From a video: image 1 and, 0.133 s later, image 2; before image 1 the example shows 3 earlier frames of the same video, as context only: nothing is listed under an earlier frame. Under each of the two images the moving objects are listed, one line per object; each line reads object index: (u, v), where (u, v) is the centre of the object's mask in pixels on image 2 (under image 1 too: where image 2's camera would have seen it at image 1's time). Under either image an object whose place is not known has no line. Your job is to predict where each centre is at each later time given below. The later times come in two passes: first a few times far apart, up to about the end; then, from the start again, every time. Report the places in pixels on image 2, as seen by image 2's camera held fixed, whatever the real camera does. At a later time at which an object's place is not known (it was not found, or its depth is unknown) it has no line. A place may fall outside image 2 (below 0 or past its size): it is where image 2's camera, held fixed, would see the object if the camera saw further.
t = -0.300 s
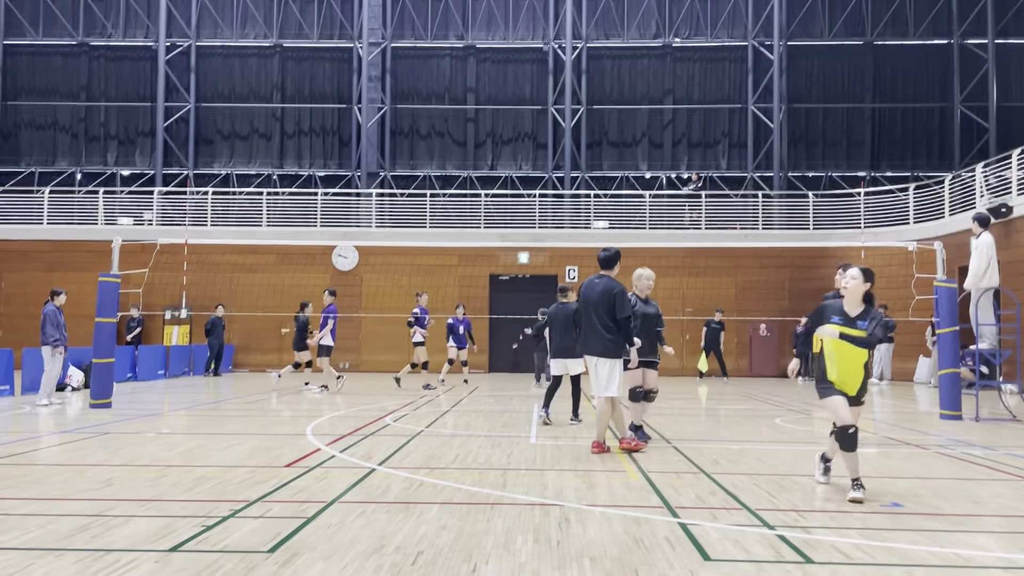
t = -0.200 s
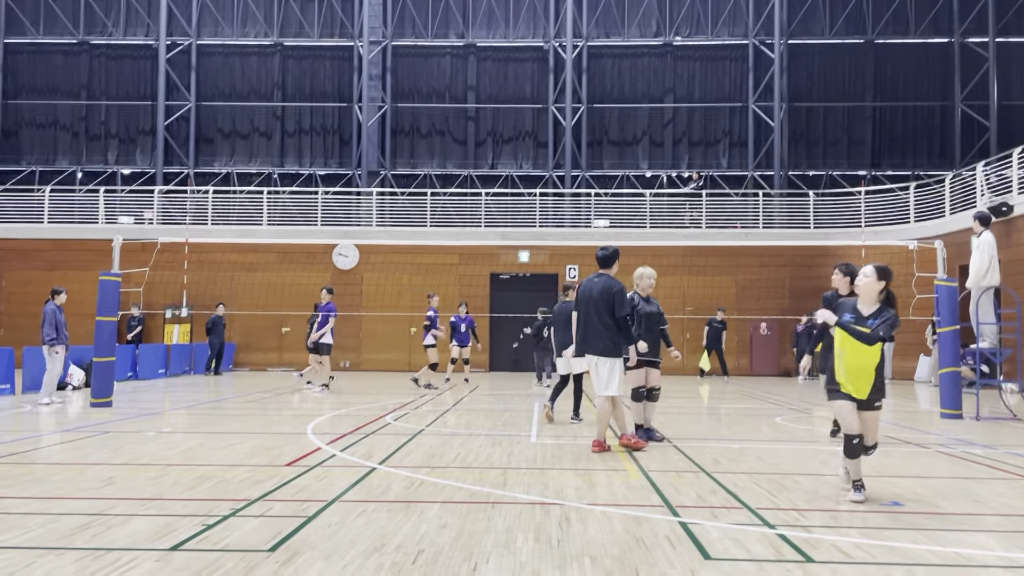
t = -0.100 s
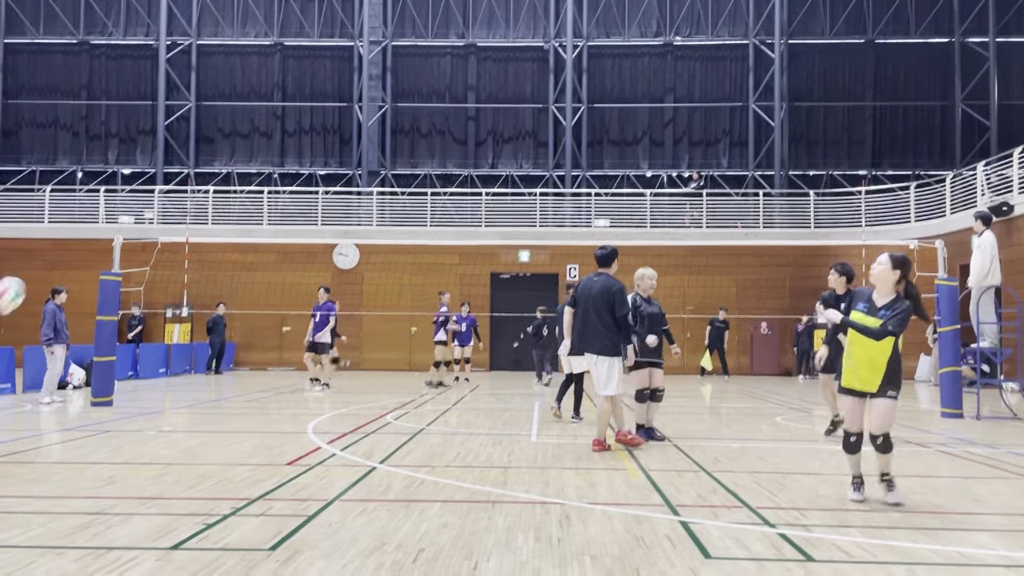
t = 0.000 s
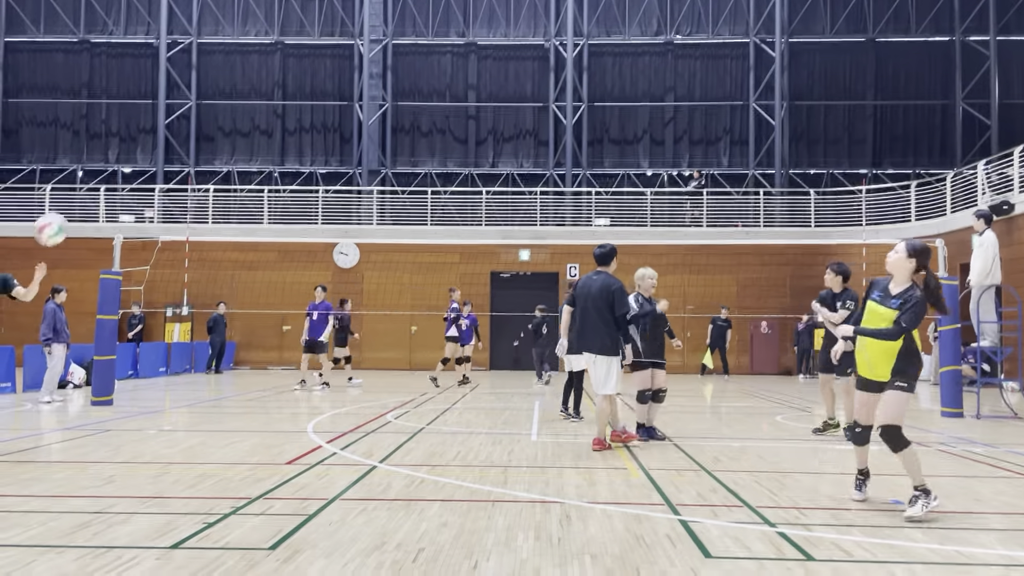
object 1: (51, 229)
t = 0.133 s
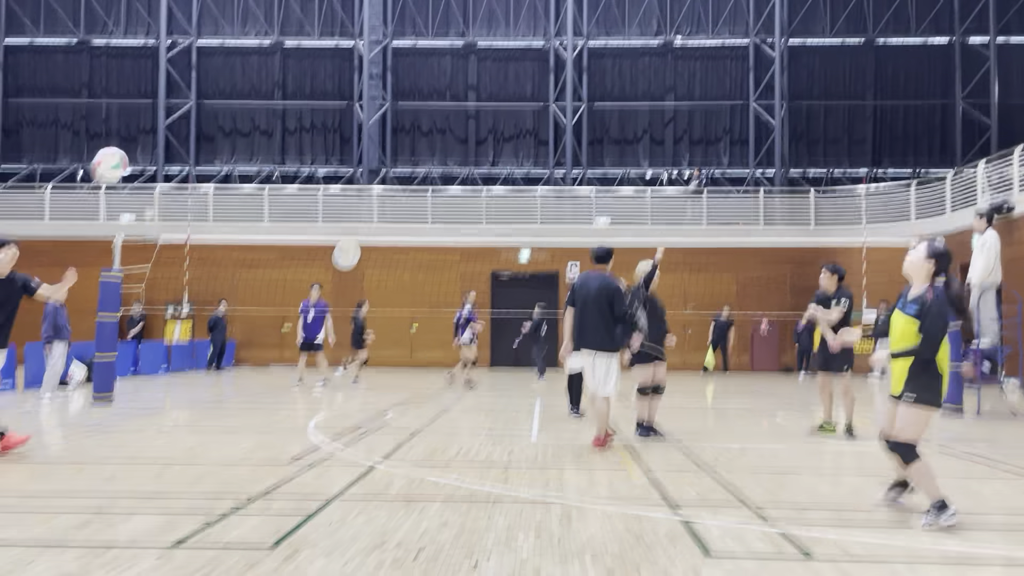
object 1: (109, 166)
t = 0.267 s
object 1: (171, 124)
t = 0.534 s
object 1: (302, 115)
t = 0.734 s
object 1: (411, 186)
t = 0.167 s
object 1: (126, 151)
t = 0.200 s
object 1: (141, 140)
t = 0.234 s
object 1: (157, 130)
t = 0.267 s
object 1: (171, 124)
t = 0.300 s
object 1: (187, 116)
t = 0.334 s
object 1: (203, 110)
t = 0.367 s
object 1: (219, 108)
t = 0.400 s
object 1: (235, 106)
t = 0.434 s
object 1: (251, 105)
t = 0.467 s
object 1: (268, 107)
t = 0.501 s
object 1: (285, 110)
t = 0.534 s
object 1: (302, 115)
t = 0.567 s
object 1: (320, 122)
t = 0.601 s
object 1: (337, 131)
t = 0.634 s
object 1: (355, 142)
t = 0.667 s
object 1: (374, 154)
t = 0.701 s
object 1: (392, 169)
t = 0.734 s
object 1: (411, 186)
